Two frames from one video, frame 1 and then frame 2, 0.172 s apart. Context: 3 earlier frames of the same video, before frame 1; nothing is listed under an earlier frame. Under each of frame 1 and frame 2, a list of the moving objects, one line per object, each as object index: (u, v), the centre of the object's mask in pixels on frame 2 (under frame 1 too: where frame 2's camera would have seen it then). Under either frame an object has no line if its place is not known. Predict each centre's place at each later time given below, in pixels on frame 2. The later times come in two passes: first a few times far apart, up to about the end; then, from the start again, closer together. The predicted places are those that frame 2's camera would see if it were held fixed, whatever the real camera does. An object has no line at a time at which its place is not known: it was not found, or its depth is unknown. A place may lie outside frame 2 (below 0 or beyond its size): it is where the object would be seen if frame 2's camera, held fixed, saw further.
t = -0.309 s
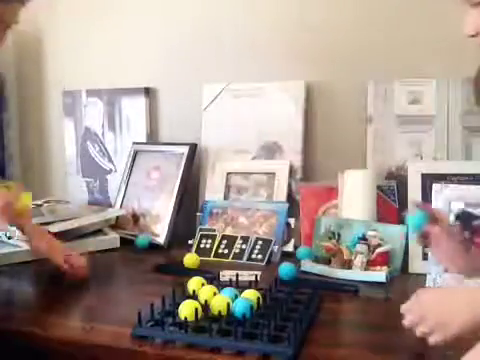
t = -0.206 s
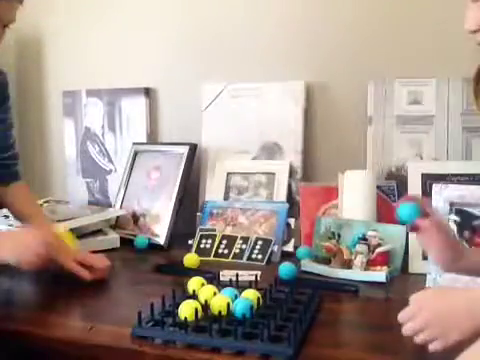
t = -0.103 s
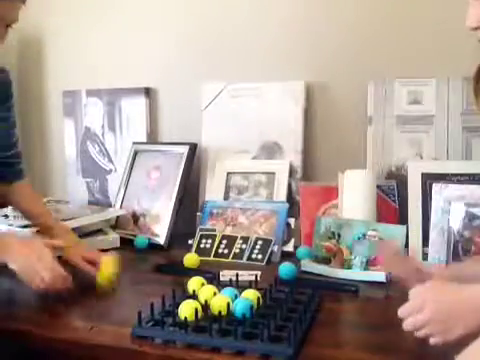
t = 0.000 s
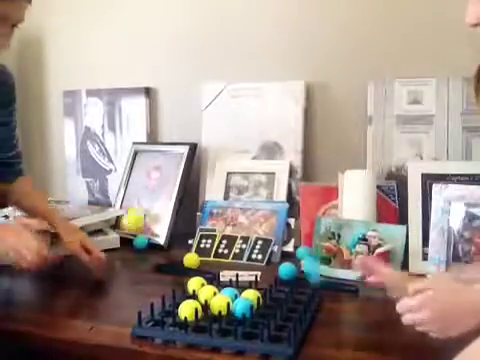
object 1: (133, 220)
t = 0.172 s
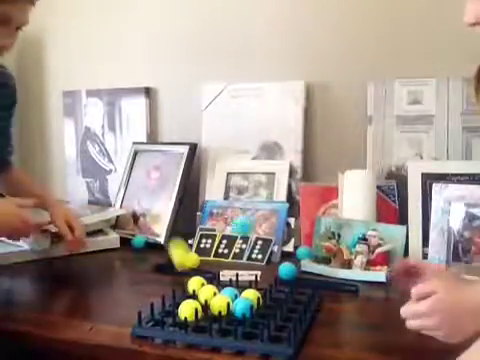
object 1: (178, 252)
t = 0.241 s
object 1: (185, 279)
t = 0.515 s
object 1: (155, 285)
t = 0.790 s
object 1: (122, 286)
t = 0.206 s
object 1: (188, 275)
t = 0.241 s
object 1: (185, 279)
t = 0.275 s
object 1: (179, 277)
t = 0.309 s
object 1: (175, 276)
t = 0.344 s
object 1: (173, 276)
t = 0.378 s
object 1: (171, 279)
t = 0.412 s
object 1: (167, 286)
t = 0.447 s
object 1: (162, 287)
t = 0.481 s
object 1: (158, 285)
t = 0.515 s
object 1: (155, 285)
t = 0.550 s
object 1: (151, 287)
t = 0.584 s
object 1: (148, 284)
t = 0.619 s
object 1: (145, 285)
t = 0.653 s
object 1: (141, 286)
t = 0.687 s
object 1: (137, 284)
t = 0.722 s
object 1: (130, 284)
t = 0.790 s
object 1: (122, 286)
